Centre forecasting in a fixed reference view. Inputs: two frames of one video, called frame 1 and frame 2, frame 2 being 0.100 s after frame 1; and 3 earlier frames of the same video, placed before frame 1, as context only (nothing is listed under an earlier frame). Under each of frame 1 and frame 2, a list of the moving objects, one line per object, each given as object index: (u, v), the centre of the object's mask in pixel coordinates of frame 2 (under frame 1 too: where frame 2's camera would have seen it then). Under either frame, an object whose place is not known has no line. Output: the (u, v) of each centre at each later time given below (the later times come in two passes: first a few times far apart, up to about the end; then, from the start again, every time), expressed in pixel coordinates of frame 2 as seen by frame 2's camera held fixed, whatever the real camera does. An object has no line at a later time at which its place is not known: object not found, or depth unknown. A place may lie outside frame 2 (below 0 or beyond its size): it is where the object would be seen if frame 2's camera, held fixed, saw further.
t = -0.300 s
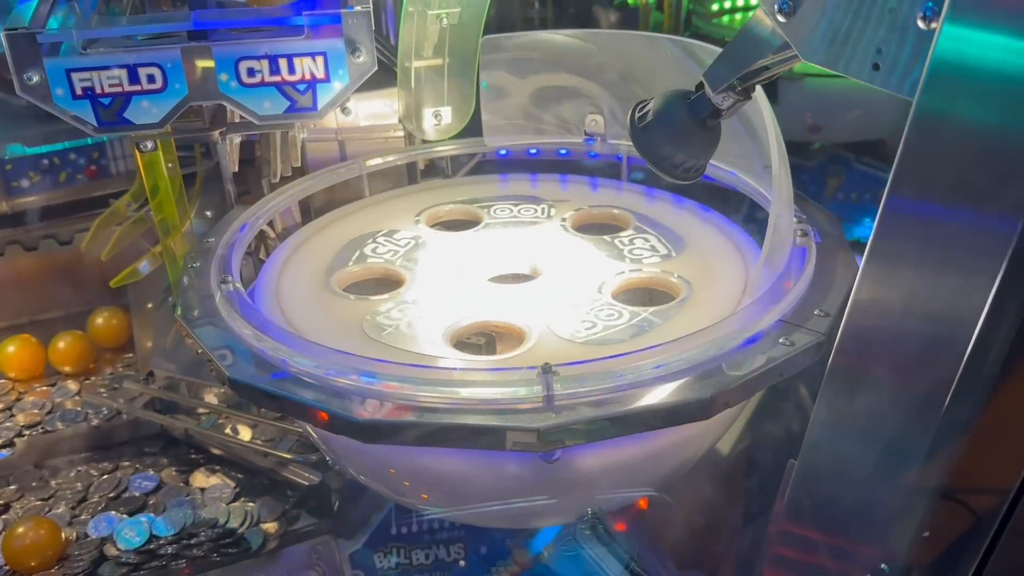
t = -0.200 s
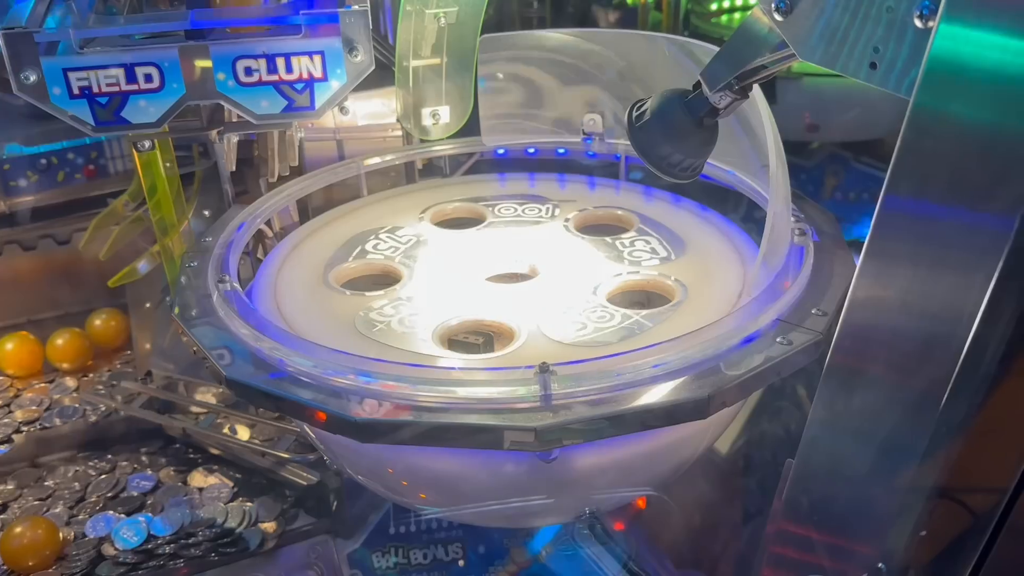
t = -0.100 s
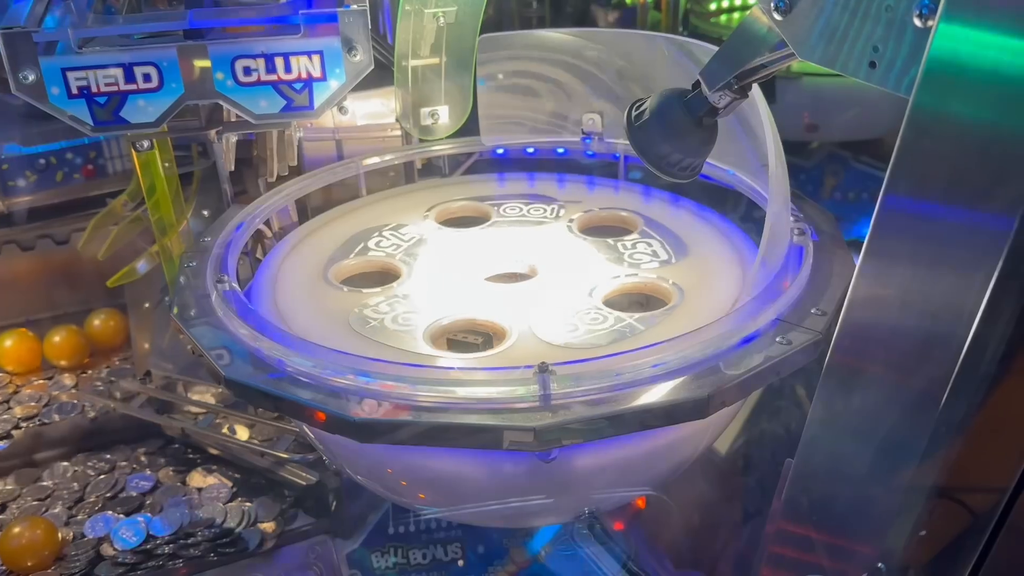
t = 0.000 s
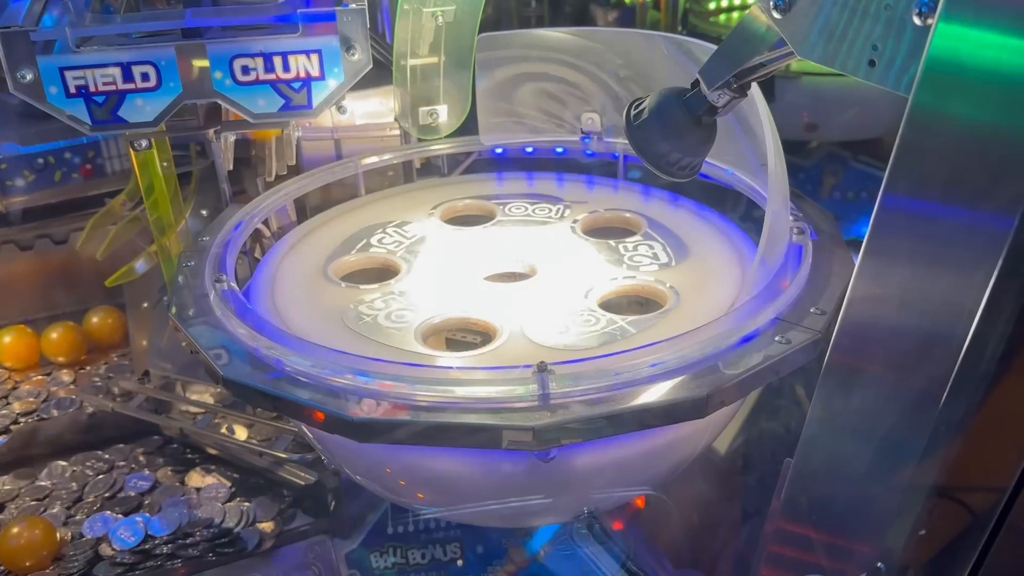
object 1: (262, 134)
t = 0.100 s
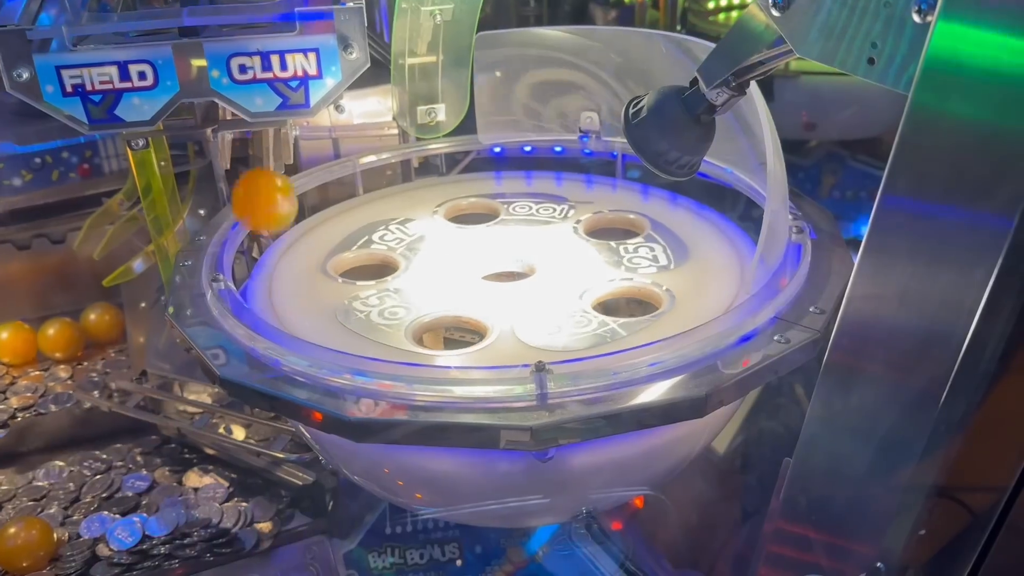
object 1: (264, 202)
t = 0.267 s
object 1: (312, 313)
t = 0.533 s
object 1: (611, 334)
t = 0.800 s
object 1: (737, 245)
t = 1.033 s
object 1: (690, 189)
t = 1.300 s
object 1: (546, 155)
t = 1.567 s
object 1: (400, 168)
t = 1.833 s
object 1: (284, 223)
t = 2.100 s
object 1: (297, 306)
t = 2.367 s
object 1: (511, 342)
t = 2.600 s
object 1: (699, 298)
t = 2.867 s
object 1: (739, 222)
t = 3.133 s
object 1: (655, 180)
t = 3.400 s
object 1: (540, 155)
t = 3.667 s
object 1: (418, 165)
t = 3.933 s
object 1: (310, 203)
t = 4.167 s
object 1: (265, 259)
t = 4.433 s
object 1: (340, 324)
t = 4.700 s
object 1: (542, 341)
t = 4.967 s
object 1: (708, 294)
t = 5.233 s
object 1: (738, 231)
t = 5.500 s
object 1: (698, 189)
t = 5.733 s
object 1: (621, 167)
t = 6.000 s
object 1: (530, 156)
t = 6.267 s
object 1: (433, 164)
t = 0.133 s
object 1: (274, 242)
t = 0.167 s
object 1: (279, 262)
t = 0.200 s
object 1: (285, 282)
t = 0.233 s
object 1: (293, 299)
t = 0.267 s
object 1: (312, 313)
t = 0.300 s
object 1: (342, 324)
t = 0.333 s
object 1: (375, 333)
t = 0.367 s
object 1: (413, 339)
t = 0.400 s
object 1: (453, 342)
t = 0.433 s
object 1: (495, 343)
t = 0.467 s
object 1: (535, 340)
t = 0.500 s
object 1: (573, 335)
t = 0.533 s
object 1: (611, 334)
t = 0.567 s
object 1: (641, 325)
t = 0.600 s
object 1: (668, 312)
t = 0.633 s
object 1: (692, 301)
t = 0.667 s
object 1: (710, 291)
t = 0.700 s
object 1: (720, 280)
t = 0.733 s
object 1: (729, 269)
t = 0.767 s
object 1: (734, 257)
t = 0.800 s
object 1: (737, 245)
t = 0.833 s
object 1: (738, 235)
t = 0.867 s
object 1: (738, 224)
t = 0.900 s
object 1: (735, 215)
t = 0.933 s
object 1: (727, 206)
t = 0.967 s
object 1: (715, 197)
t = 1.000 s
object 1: (704, 191)
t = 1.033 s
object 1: (690, 189)
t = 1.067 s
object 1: (672, 187)
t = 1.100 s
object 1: (650, 181)
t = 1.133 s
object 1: (633, 172)
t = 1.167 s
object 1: (619, 165)
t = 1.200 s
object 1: (603, 160)
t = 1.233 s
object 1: (584, 157)
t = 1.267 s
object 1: (564, 155)
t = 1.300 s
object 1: (546, 155)
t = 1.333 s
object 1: (527, 154)
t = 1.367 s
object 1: (508, 155)
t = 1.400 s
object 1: (489, 156)
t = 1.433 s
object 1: (471, 158)
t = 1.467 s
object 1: (453, 159)
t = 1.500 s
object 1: (435, 161)
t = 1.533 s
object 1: (417, 164)
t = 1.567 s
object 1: (400, 168)
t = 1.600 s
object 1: (382, 173)
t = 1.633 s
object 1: (365, 178)
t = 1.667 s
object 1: (349, 184)
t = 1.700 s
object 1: (334, 189)
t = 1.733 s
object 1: (319, 197)
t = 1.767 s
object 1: (306, 205)
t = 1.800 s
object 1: (294, 214)
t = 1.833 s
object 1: (284, 223)
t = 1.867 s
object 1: (276, 233)
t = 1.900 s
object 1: (269, 243)
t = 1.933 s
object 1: (266, 254)
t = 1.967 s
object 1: (265, 265)
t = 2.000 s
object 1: (268, 276)
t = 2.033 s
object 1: (275, 287)
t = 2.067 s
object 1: (285, 297)
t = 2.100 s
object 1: (297, 306)
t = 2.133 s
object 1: (314, 314)
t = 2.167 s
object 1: (335, 323)
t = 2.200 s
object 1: (358, 329)
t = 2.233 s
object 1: (386, 335)
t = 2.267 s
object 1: (415, 339)
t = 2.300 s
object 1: (447, 342)
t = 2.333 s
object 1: (479, 343)
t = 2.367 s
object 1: (511, 342)
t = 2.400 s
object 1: (544, 339)
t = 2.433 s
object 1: (576, 335)
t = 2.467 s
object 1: (606, 330)
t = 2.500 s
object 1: (634, 323)
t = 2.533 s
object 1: (658, 316)
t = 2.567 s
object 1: (681, 307)
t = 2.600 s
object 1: (699, 298)
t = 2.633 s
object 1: (713, 289)
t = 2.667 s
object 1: (723, 280)
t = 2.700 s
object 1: (730, 270)
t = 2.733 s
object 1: (734, 260)
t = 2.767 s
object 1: (738, 250)
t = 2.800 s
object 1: (740, 240)
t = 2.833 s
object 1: (740, 231)
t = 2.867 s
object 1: (739, 222)
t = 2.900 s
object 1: (736, 215)
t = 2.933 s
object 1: (729, 206)
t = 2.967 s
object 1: (719, 199)
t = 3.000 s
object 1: (710, 193)
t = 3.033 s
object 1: (700, 189)
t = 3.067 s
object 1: (688, 187)
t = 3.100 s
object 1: (671, 186)
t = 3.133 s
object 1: (655, 180)
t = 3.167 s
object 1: (641, 173)
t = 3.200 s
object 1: (629, 167)
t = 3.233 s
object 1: (616, 162)
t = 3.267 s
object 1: (602, 159)
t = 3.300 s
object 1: (586, 157)
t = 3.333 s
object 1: (571, 157)
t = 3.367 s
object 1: (556, 156)
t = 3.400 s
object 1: (540, 155)
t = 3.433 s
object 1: (525, 155)
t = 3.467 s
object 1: (509, 155)
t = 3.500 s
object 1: (494, 156)
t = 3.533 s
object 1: (478, 157)
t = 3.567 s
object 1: (463, 159)
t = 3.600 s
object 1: (448, 161)
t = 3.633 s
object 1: (433, 162)
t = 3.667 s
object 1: (418, 165)
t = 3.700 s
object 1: (403, 168)
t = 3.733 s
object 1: (388, 172)
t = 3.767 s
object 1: (374, 176)
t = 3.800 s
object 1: (360, 180)
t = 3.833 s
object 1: (347, 185)
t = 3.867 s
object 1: (334, 191)
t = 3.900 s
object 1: (321, 197)
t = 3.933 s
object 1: (310, 203)
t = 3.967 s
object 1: (299, 210)
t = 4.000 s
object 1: (290, 217)
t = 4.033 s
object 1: (282, 225)
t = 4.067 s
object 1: (275, 233)
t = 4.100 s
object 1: (270, 242)
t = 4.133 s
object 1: (266, 250)
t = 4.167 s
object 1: (265, 259)
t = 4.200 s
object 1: (265, 269)
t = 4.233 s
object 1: (268, 278)
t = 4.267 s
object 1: (274, 287)
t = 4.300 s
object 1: (282, 295)
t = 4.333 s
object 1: (292, 303)
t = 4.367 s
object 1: (306, 311)
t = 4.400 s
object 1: (321, 318)
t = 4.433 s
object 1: (340, 324)
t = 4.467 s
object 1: (360, 330)
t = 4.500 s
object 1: (383, 335)
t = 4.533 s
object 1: (406, 339)
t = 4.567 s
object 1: (433, 341)
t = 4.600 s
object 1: (460, 343)
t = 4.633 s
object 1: (487, 343)
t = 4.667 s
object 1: (514, 343)
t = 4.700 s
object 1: (542, 341)
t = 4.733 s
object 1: (568, 338)
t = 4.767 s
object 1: (594, 333)
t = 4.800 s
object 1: (618, 328)
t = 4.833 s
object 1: (640, 322)
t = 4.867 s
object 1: (661, 317)
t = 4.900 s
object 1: (678, 308)
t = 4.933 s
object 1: (694, 301)
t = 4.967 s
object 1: (708, 294)
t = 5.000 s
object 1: (715, 286)
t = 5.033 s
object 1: (721, 278)
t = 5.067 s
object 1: (726, 271)
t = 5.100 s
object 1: (731, 261)
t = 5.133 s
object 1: (735, 253)
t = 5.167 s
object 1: (737, 245)
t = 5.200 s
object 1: (738, 238)
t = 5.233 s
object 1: (738, 231)
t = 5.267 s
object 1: (737, 224)
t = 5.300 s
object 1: (736, 218)
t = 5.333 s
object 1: (733, 212)
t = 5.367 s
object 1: (727, 206)
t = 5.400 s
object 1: (720, 200)
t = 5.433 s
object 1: (713, 195)
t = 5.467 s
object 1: (706, 192)
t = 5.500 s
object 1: (698, 189)
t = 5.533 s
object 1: (689, 188)
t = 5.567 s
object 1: (677, 187)
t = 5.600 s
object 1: (663, 185)
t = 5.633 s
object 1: (651, 181)
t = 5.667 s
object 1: (639, 175)
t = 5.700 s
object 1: (630, 171)
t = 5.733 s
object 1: (621, 167)
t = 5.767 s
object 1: (611, 163)
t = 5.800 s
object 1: (601, 160)
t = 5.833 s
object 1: (589, 159)
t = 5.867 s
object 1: (578, 157)
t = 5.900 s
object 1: (566, 156)
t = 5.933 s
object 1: (554, 156)
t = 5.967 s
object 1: (542, 155)
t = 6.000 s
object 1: (530, 156)
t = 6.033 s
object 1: (518, 156)
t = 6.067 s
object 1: (506, 156)
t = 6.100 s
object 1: (494, 157)
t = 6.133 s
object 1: (482, 158)
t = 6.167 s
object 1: (469, 159)
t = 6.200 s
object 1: (458, 160)
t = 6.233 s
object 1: (446, 162)
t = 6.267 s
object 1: (433, 164)
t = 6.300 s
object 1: (422, 166)
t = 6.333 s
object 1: (410, 168)
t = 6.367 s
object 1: (398, 170)
